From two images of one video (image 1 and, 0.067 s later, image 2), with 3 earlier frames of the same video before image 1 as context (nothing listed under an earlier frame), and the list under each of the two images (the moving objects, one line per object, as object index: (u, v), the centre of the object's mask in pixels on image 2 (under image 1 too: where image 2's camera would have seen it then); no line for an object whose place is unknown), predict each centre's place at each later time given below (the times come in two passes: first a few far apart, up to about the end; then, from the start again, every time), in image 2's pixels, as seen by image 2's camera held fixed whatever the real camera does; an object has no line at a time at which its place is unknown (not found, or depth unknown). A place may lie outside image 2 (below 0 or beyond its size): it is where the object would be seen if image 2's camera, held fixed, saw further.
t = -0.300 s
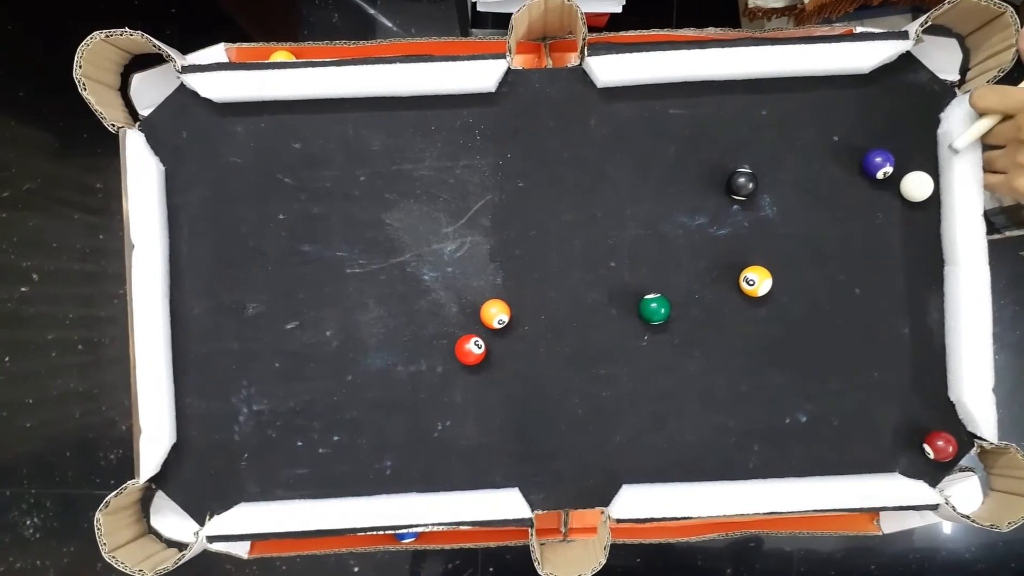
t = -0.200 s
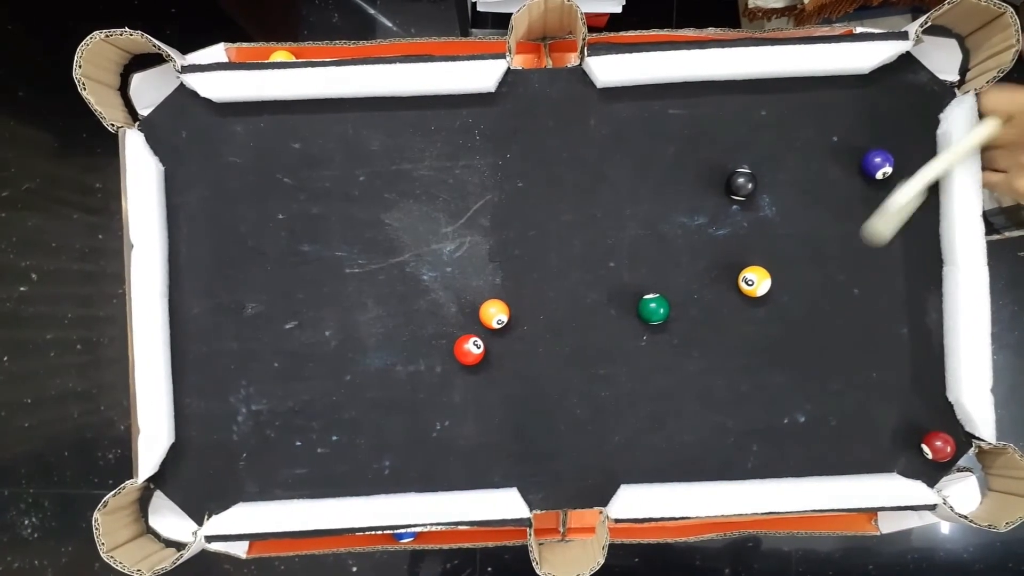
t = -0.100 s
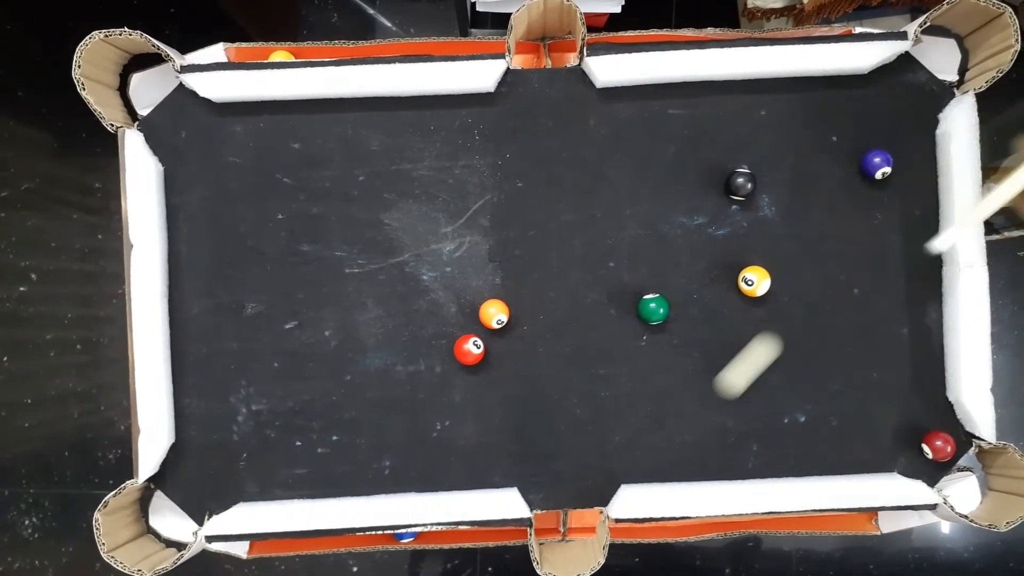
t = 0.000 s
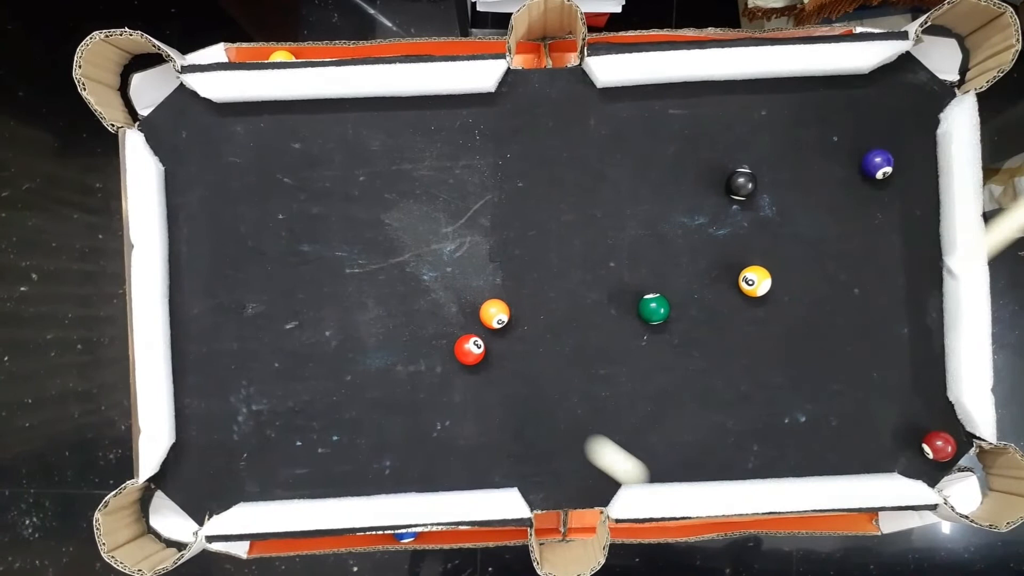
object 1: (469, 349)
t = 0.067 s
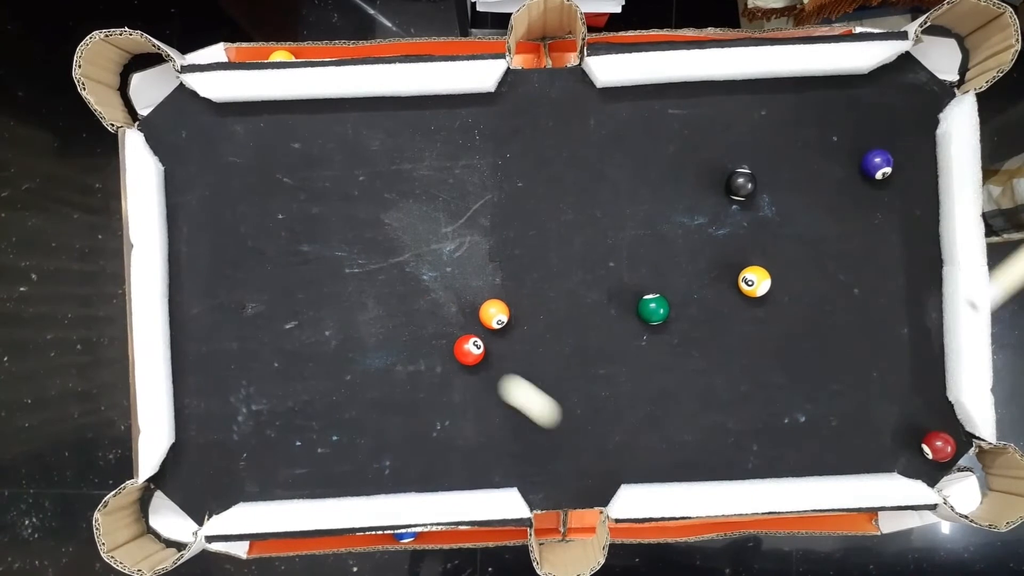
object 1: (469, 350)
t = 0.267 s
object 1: (367, 232)
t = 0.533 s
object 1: (239, 135)
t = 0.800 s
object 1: (185, 214)
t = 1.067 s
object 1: (235, 276)
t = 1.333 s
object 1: (287, 331)
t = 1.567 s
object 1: (313, 355)
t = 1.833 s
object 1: (338, 370)
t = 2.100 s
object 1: (361, 377)
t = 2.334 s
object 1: (380, 378)
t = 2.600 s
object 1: (394, 371)
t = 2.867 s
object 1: (406, 366)
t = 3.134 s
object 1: (416, 361)
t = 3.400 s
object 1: (424, 360)
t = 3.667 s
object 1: (425, 361)
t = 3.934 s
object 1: (425, 361)
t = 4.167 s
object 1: (425, 361)
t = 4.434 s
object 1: (425, 361)
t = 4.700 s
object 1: (425, 361)
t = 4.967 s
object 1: (425, 361)
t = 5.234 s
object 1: (425, 361)
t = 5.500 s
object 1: (425, 361)
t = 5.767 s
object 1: (425, 361)
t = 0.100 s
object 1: (465, 344)
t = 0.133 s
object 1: (445, 321)
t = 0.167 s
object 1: (423, 295)
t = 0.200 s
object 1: (403, 273)
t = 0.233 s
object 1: (385, 252)
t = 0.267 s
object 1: (367, 232)
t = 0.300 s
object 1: (349, 211)
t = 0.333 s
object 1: (331, 191)
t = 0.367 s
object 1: (314, 171)
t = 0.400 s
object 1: (296, 151)
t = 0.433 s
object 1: (279, 131)
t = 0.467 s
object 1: (263, 116)
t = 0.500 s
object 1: (250, 123)
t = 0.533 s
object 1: (239, 135)
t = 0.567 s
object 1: (228, 145)
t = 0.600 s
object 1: (217, 155)
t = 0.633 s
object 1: (207, 166)
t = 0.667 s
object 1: (197, 176)
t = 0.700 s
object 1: (186, 186)
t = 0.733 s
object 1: (178, 195)
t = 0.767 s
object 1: (180, 205)
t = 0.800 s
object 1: (185, 214)
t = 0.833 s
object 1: (191, 222)
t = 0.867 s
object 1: (197, 229)
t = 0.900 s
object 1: (204, 237)
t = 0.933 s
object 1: (210, 246)
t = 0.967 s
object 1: (216, 253)
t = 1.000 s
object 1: (223, 261)
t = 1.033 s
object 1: (229, 269)
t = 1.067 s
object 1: (235, 276)
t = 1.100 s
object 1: (241, 284)
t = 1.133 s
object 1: (248, 291)
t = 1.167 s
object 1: (254, 298)
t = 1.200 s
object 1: (261, 305)
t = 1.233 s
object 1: (267, 311)
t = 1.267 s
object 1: (273, 318)
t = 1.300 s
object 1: (280, 325)
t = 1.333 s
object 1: (287, 331)
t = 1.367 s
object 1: (293, 337)
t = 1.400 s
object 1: (297, 341)
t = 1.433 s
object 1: (300, 344)
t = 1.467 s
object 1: (303, 347)
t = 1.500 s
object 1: (307, 350)
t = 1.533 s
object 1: (310, 352)
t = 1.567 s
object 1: (313, 355)
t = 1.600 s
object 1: (315, 357)
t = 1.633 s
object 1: (319, 359)
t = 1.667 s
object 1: (322, 361)
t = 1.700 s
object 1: (325, 363)
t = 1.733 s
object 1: (328, 365)
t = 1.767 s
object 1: (331, 367)
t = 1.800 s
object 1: (335, 369)
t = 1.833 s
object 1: (338, 370)
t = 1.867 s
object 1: (341, 371)
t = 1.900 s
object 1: (344, 373)
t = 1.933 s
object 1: (347, 374)
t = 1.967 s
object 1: (350, 375)
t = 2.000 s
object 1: (353, 376)
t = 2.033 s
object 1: (355, 376)
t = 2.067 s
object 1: (358, 377)
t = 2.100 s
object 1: (361, 377)
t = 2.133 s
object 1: (364, 378)
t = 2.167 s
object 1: (366, 378)
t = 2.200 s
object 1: (369, 379)
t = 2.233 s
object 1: (372, 378)
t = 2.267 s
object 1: (374, 379)
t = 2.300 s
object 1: (378, 378)
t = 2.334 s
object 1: (380, 378)
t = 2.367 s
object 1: (382, 377)
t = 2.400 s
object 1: (384, 376)
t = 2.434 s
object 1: (386, 375)
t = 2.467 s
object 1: (387, 374)
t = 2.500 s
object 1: (389, 373)
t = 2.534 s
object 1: (391, 373)
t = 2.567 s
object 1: (392, 372)
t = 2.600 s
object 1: (394, 371)
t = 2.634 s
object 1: (395, 370)
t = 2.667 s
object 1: (397, 370)
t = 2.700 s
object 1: (399, 369)
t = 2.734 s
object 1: (400, 369)
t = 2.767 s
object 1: (402, 368)
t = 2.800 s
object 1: (403, 368)
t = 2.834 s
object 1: (404, 367)
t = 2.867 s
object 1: (406, 366)
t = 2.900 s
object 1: (407, 365)
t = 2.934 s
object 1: (409, 365)
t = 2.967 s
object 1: (410, 364)
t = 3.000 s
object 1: (411, 364)
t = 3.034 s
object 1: (413, 363)
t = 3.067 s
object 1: (414, 363)
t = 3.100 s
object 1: (415, 362)
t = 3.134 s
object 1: (416, 361)
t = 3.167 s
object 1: (417, 361)
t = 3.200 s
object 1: (419, 361)
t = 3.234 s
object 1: (420, 360)
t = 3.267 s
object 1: (421, 360)
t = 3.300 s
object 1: (422, 360)
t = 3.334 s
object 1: (423, 360)
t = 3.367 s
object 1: (423, 360)
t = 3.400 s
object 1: (424, 360)
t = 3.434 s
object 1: (425, 360)
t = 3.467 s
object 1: (425, 361)
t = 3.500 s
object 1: (425, 361)
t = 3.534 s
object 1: (425, 361)
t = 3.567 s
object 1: (425, 361)
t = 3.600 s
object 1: (425, 361)
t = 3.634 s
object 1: (425, 361)
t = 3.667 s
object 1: (425, 361)
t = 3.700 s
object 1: (425, 361)
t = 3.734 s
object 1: (425, 361)
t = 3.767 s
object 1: (425, 361)
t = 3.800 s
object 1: (425, 361)
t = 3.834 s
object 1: (425, 361)
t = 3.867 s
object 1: (425, 361)
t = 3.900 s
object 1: (425, 361)
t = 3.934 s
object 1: (425, 361)
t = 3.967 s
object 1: (425, 361)
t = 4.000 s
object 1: (425, 361)
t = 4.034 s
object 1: (425, 361)
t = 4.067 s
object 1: (425, 361)
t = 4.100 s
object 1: (425, 361)
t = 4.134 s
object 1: (425, 361)
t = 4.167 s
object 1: (425, 361)
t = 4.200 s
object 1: (425, 361)
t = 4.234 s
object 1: (425, 361)
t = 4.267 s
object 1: (425, 361)
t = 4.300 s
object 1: (425, 361)
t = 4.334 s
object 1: (425, 361)
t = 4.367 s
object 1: (425, 361)
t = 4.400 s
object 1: (425, 361)
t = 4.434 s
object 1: (425, 361)
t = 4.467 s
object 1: (425, 361)
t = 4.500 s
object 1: (425, 361)
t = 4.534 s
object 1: (425, 361)
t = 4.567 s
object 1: (425, 361)
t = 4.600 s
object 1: (425, 361)
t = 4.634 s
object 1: (425, 361)
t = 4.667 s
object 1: (425, 361)
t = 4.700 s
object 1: (425, 361)
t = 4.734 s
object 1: (425, 361)
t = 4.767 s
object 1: (425, 361)
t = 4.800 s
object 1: (425, 361)
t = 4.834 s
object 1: (425, 361)
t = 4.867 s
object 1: (425, 361)
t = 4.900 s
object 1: (425, 361)
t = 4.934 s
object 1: (425, 361)
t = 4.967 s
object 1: (425, 361)
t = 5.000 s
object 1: (425, 361)
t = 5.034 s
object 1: (425, 361)
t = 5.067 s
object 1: (425, 361)
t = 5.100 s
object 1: (425, 361)
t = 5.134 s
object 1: (425, 361)
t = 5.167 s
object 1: (425, 361)
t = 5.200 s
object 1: (425, 361)
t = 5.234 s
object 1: (425, 361)
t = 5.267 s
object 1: (425, 361)
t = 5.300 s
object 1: (425, 361)
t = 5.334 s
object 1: (425, 361)
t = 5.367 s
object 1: (425, 361)
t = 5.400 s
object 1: (425, 361)
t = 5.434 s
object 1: (425, 361)
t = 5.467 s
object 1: (425, 361)
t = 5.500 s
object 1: (425, 361)
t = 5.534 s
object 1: (425, 361)
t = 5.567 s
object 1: (425, 361)
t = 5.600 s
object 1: (425, 361)
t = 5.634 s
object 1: (425, 361)
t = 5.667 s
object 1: (425, 361)
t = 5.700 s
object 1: (425, 360)
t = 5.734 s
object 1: (425, 361)
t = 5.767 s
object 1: (425, 361)
